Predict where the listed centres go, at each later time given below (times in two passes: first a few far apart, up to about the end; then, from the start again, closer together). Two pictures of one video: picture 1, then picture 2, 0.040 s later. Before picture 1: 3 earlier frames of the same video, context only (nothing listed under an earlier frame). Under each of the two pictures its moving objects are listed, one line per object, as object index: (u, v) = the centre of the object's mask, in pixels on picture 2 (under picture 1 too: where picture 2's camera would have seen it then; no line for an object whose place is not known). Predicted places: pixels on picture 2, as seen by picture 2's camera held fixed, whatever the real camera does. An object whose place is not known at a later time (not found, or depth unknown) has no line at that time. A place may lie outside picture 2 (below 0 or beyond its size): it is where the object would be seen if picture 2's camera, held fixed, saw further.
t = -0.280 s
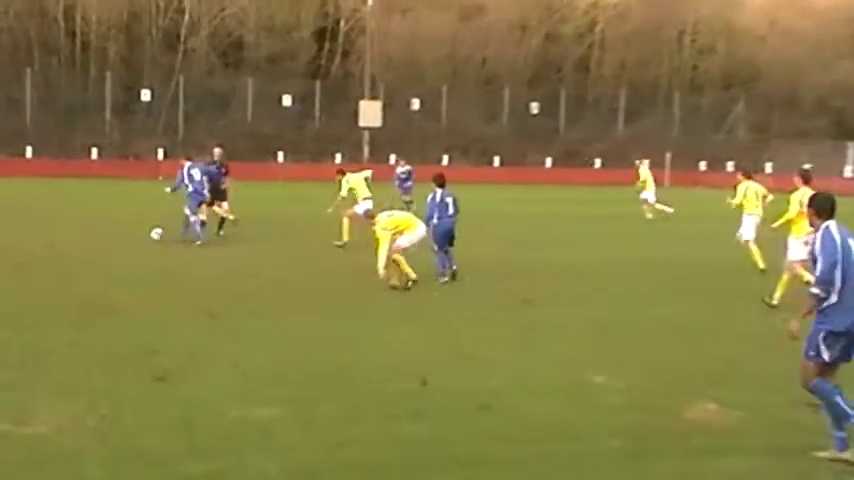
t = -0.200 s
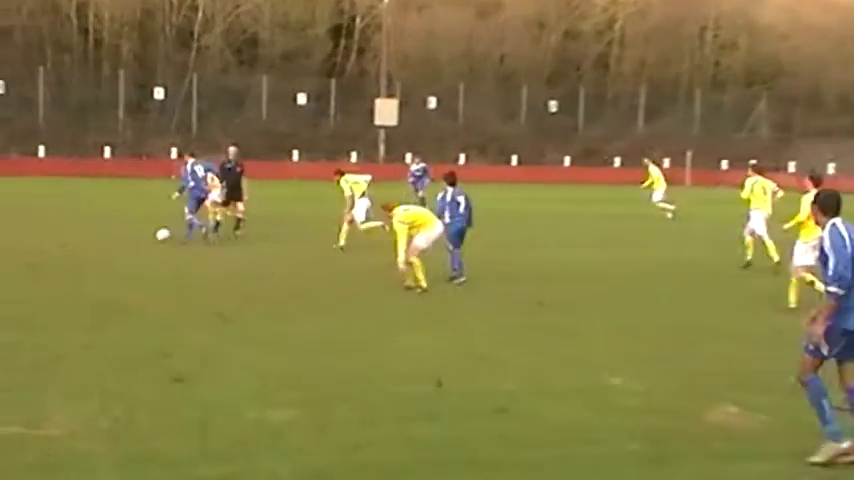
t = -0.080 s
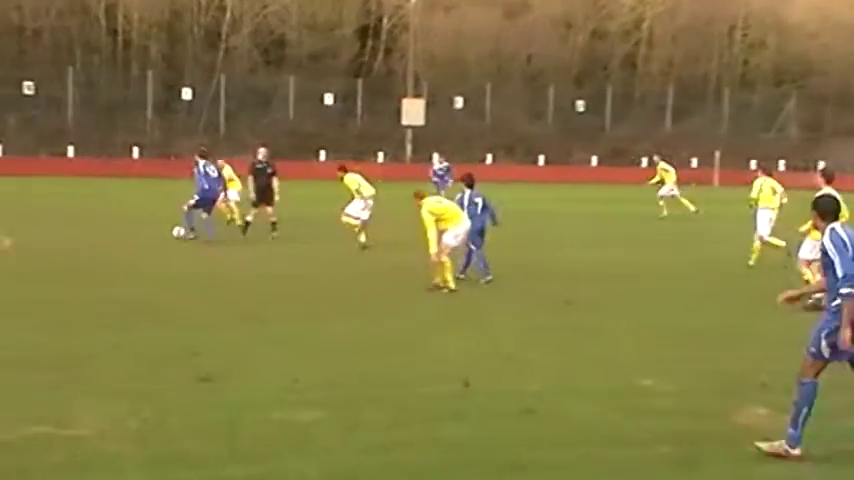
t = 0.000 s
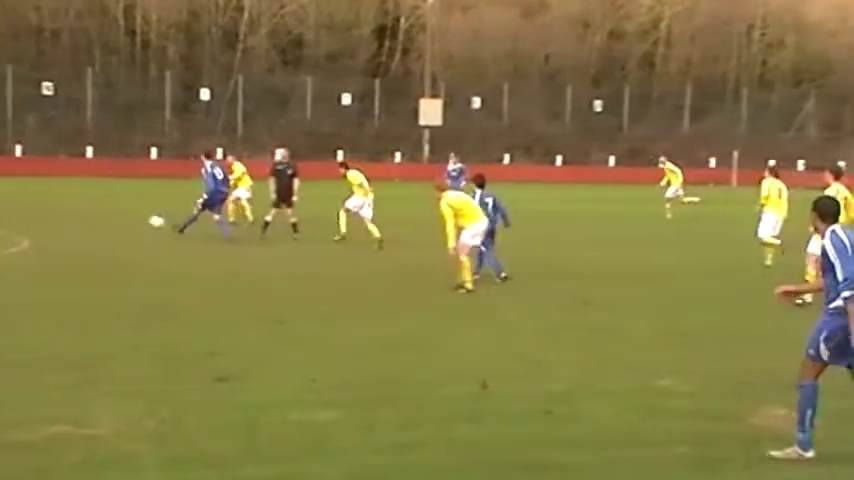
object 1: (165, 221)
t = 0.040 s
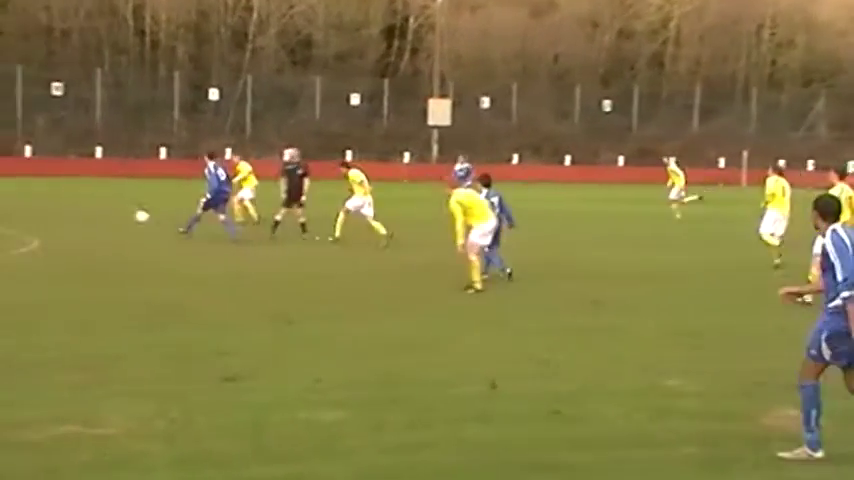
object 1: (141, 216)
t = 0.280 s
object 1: (20, 201)
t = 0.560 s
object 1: (-81, 205)
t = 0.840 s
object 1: (-153, 201)
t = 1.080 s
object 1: (-196, 197)
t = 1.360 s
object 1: (-236, 197)
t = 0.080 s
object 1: (118, 211)
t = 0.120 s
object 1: (96, 207)
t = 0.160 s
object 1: (76, 205)
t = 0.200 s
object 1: (57, 202)
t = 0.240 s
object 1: (38, 202)
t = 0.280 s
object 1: (20, 201)
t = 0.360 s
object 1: (-14, 203)
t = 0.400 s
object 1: (-30, 206)
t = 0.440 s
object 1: (-45, 209)
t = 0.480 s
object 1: (-59, 210)
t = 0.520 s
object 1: (-72, 208)
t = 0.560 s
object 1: (-81, 205)
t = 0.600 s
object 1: (-94, 203)
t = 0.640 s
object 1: (-104, 204)
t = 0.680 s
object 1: (-115, 204)
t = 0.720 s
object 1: (-124, 204)
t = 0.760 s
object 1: (-136, 202)
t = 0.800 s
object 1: (-143, 202)
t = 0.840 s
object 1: (-153, 201)
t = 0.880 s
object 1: (-160, 200)
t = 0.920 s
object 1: (-167, 197)
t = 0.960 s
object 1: (-174, 197)
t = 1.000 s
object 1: (-182, 195)
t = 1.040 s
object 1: (-189, 196)
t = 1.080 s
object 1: (-196, 197)
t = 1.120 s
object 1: (-203, 198)
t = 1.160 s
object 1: (-210, 199)
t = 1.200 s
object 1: (-214, 197)
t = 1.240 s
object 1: (-220, 196)
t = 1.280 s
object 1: (-226, 196)
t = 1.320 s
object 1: (-231, 196)
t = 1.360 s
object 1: (-236, 197)
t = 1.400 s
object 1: (-240, 198)
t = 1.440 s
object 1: (-245, 196)
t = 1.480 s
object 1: (-250, 194)
